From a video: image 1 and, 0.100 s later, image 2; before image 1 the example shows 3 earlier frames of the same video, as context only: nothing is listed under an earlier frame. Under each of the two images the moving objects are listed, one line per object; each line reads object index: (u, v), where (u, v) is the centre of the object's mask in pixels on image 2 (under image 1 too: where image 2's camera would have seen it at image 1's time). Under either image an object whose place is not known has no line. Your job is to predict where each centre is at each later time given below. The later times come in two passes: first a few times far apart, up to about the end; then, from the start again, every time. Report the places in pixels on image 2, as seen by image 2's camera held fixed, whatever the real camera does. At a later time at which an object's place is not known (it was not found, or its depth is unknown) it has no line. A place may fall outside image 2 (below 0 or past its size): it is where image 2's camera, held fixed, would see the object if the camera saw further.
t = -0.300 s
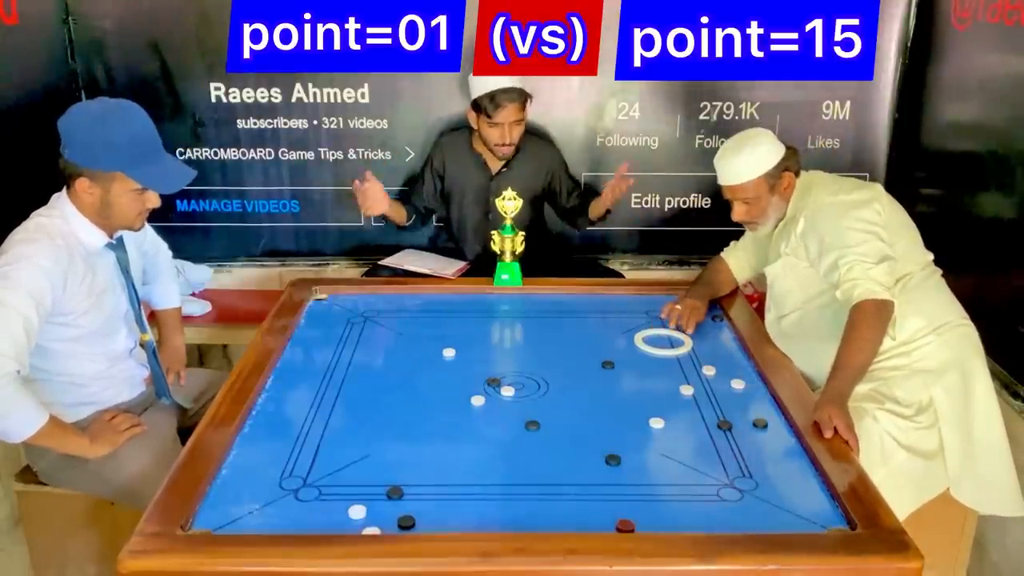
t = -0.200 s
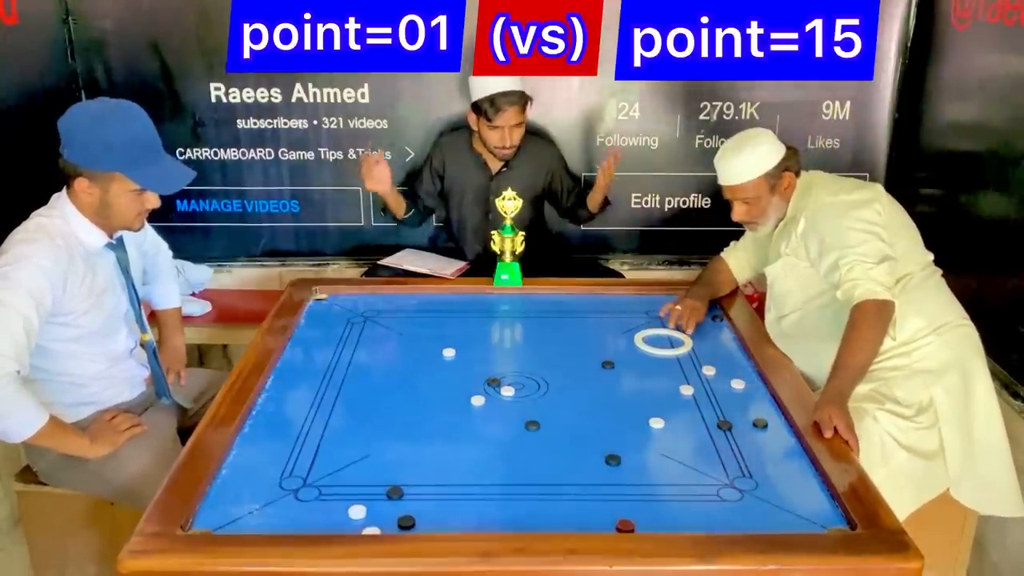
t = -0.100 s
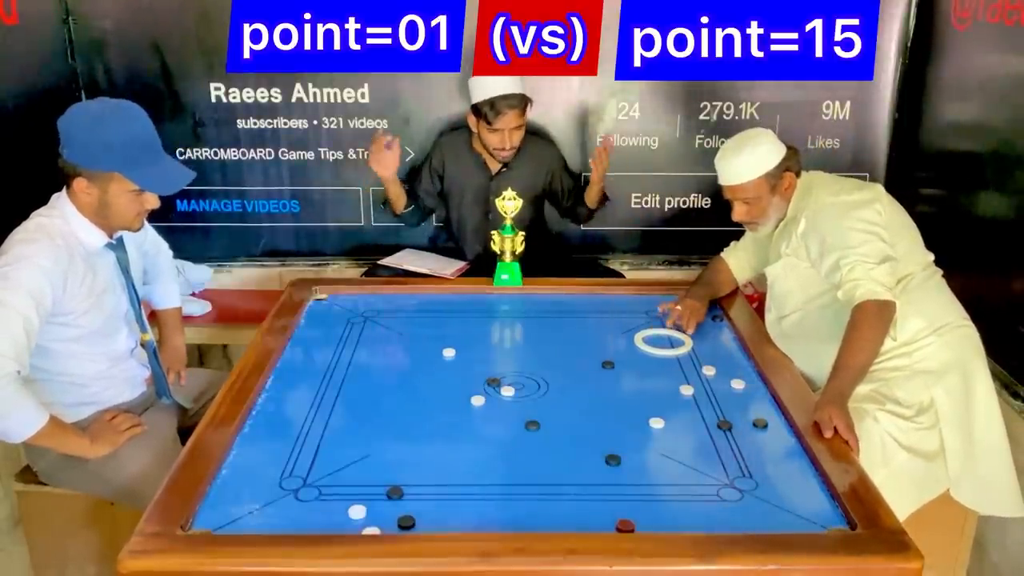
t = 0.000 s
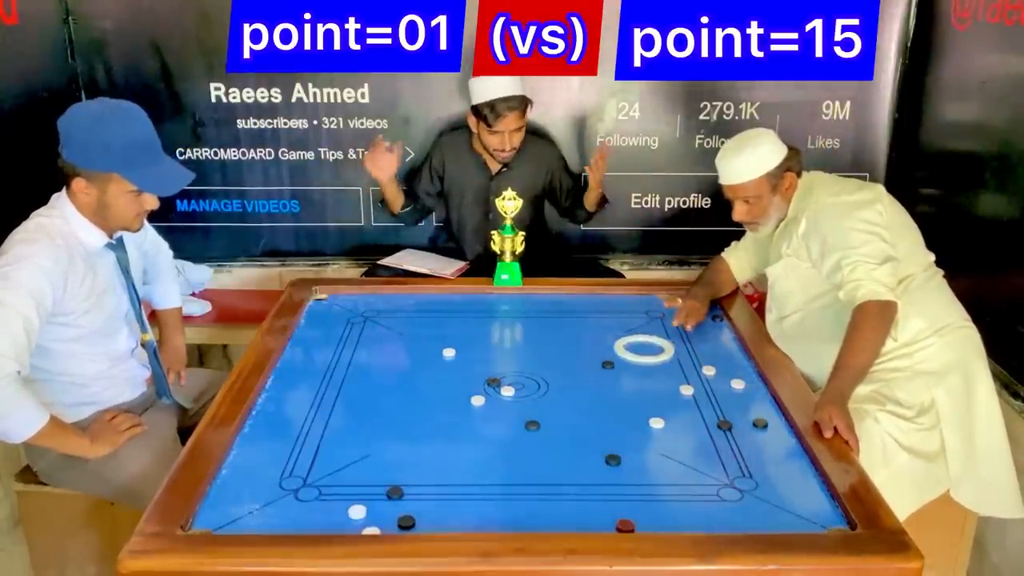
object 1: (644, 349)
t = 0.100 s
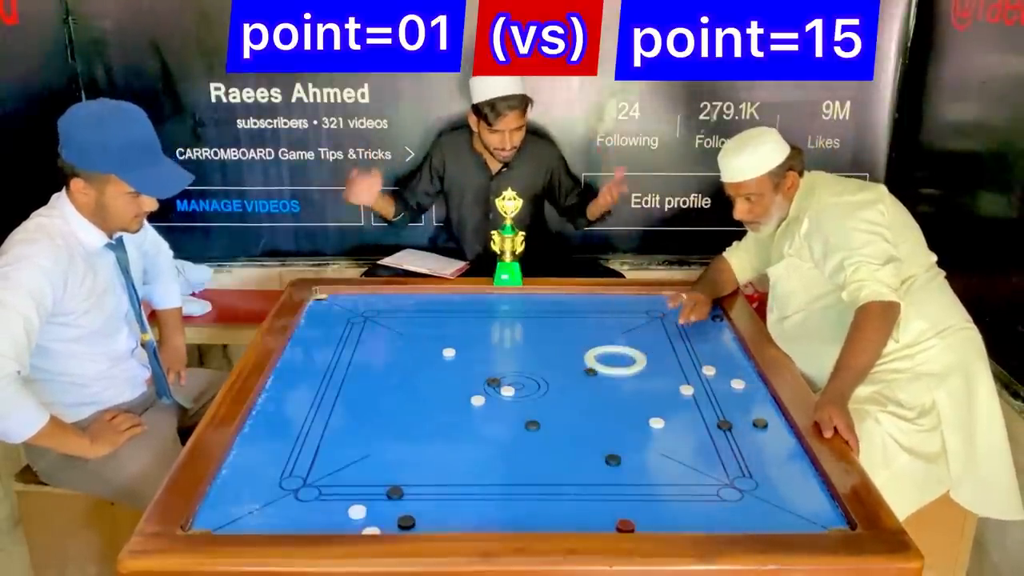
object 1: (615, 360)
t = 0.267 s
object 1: (568, 378)
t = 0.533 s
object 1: (500, 407)
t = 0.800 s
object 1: (439, 438)
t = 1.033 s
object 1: (382, 467)
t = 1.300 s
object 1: (311, 502)
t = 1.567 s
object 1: (262, 505)
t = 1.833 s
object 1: (249, 489)
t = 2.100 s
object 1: (261, 480)
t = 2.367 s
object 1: (273, 474)
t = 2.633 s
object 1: (281, 470)
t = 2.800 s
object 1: (284, 469)
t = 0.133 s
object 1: (606, 364)
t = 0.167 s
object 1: (597, 367)
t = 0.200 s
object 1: (587, 371)
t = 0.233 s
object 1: (578, 374)
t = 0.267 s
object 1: (568, 378)
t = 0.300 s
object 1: (558, 382)
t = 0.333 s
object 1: (548, 386)
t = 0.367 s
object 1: (539, 389)
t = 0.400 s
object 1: (530, 393)
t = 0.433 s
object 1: (522, 396)
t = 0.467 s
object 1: (515, 400)
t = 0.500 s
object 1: (507, 403)
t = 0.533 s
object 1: (500, 407)
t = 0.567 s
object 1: (492, 410)
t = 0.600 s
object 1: (484, 414)
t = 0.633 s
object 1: (477, 418)
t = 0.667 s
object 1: (470, 422)
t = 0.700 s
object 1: (462, 426)
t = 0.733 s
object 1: (454, 430)
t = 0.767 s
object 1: (447, 434)
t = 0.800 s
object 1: (439, 438)
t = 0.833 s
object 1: (431, 442)
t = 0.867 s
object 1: (423, 446)
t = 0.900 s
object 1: (415, 450)
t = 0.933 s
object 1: (407, 454)
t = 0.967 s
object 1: (399, 458)
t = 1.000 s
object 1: (390, 463)
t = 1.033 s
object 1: (382, 467)
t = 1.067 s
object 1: (373, 471)
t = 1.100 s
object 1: (365, 475)
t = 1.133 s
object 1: (356, 480)
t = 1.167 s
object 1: (347, 484)
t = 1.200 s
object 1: (338, 489)
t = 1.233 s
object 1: (329, 493)
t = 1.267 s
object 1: (320, 497)
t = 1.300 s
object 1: (311, 502)
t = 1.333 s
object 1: (302, 506)
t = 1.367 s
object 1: (293, 509)
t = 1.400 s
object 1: (283, 512)
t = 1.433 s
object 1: (276, 502)
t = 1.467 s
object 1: (272, 512)
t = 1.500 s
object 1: (268, 510)
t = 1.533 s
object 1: (265, 508)
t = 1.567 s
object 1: (262, 505)
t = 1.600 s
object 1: (260, 503)
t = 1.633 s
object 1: (258, 500)
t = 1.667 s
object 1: (257, 498)
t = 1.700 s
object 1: (255, 496)
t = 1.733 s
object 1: (254, 494)
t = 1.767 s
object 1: (252, 493)
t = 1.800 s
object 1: (250, 491)
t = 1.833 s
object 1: (249, 489)
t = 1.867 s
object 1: (247, 487)
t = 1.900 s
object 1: (249, 486)
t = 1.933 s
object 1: (251, 485)
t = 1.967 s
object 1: (253, 484)
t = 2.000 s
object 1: (255, 483)
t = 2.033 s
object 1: (257, 482)
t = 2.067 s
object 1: (259, 480)
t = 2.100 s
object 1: (261, 480)
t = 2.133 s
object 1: (263, 479)
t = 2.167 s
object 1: (265, 478)
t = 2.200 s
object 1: (266, 477)
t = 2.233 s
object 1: (268, 476)
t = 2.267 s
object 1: (269, 475)
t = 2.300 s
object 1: (270, 475)
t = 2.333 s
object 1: (272, 474)
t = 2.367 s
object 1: (273, 474)
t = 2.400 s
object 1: (274, 473)
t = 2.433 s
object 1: (275, 473)
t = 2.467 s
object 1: (276, 472)
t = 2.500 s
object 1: (278, 472)
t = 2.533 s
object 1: (279, 471)
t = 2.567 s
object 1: (279, 471)
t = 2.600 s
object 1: (280, 471)
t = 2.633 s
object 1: (281, 470)
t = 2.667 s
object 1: (282, 470)
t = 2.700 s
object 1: (282, 470)
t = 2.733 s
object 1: (283, 470)
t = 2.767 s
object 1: (284, 470)
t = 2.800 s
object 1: (284, 469)
